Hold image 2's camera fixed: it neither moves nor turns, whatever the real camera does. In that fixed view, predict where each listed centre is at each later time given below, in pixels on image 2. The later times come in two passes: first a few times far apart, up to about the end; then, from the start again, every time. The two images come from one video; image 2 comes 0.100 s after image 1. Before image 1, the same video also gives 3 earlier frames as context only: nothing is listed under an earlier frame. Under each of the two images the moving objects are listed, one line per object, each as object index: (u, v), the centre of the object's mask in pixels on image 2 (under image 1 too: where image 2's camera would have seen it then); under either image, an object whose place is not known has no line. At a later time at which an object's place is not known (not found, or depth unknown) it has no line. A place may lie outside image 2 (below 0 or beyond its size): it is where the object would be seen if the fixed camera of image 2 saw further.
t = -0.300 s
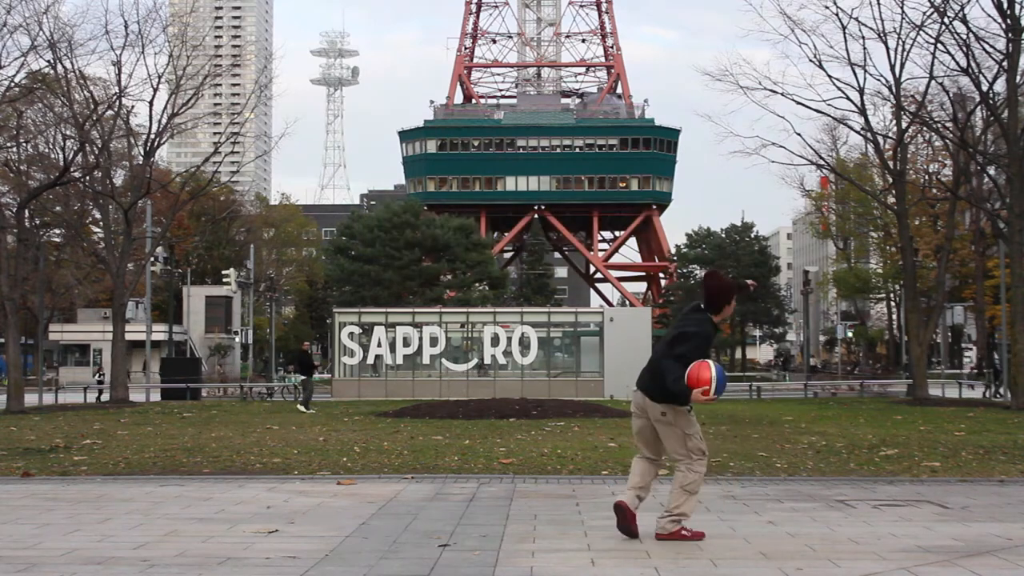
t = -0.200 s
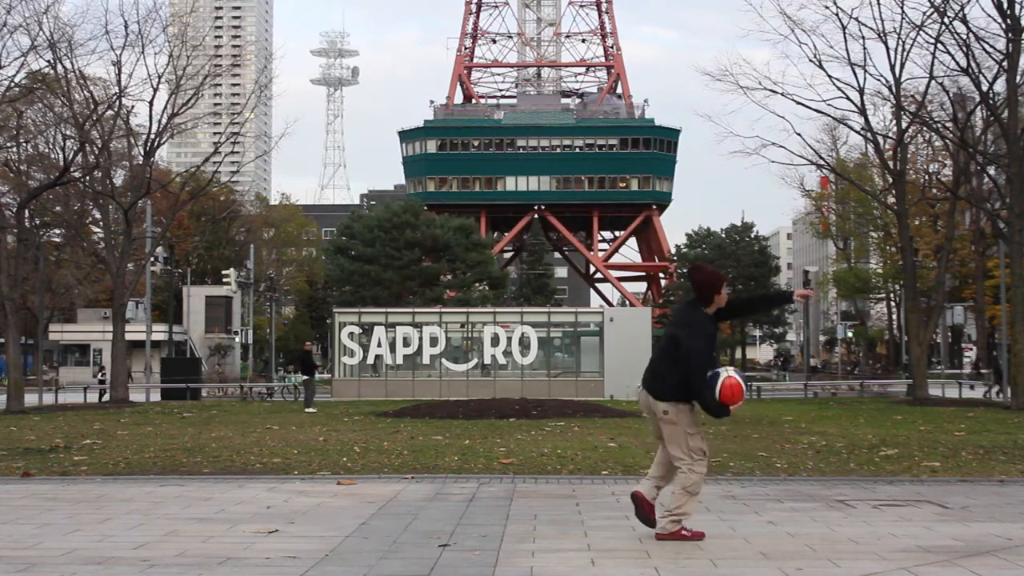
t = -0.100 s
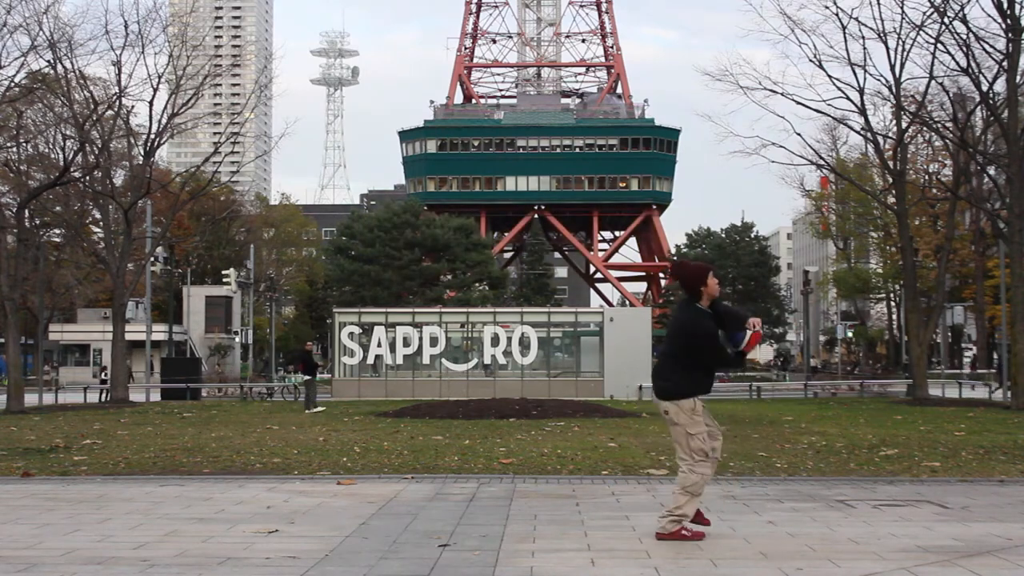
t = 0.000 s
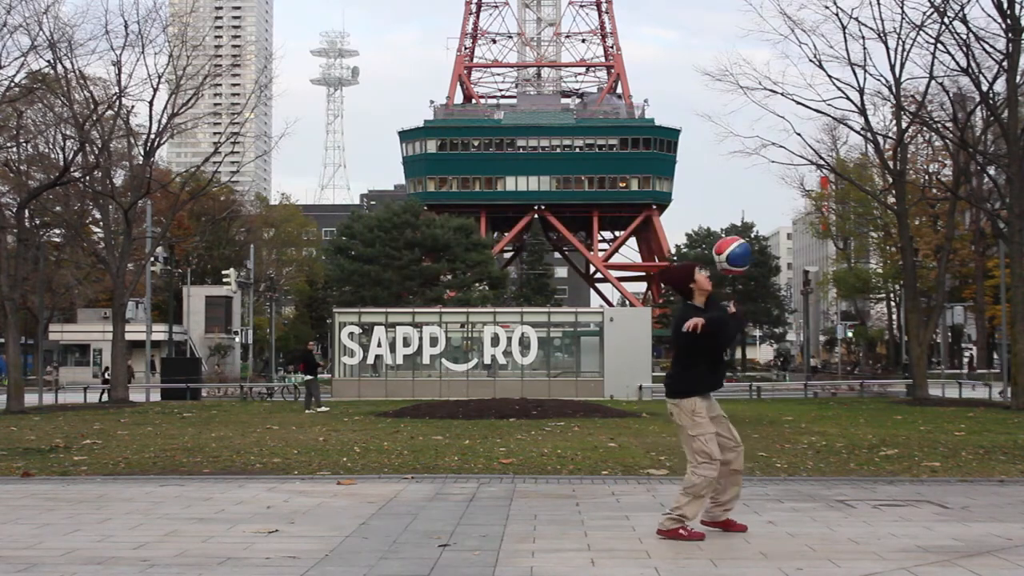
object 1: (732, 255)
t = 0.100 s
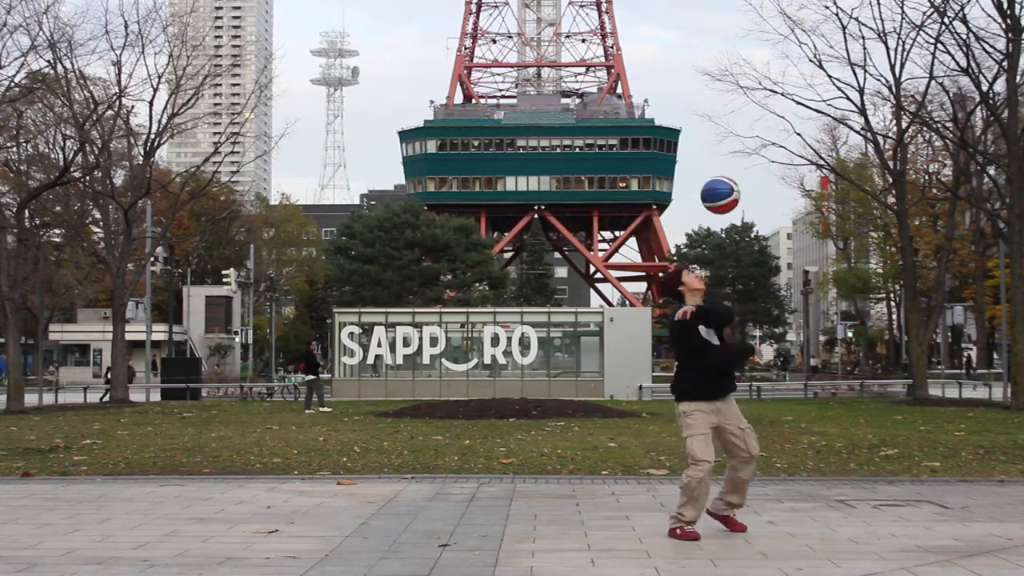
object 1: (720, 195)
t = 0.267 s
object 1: (701, 128)
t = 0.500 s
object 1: (675, 108)
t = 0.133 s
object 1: (717, 178)
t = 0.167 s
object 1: (712, 163)
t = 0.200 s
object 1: (709, 149)
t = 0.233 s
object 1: (705, 138)
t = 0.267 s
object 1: (701, 128)
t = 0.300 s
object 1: (698, 120)
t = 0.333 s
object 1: (694, 114)
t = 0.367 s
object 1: (690, 109)
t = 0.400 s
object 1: (686, 106)
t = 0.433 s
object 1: (682, 105)
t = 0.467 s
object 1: (679, 106)
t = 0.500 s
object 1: (675, 108)
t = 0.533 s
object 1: (672, 112)
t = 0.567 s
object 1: (668, 118)
